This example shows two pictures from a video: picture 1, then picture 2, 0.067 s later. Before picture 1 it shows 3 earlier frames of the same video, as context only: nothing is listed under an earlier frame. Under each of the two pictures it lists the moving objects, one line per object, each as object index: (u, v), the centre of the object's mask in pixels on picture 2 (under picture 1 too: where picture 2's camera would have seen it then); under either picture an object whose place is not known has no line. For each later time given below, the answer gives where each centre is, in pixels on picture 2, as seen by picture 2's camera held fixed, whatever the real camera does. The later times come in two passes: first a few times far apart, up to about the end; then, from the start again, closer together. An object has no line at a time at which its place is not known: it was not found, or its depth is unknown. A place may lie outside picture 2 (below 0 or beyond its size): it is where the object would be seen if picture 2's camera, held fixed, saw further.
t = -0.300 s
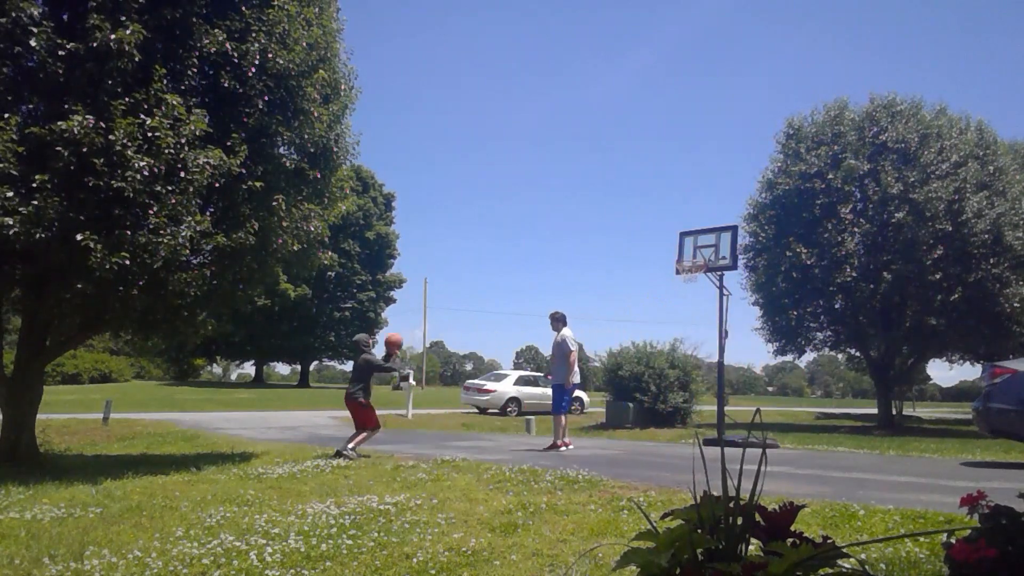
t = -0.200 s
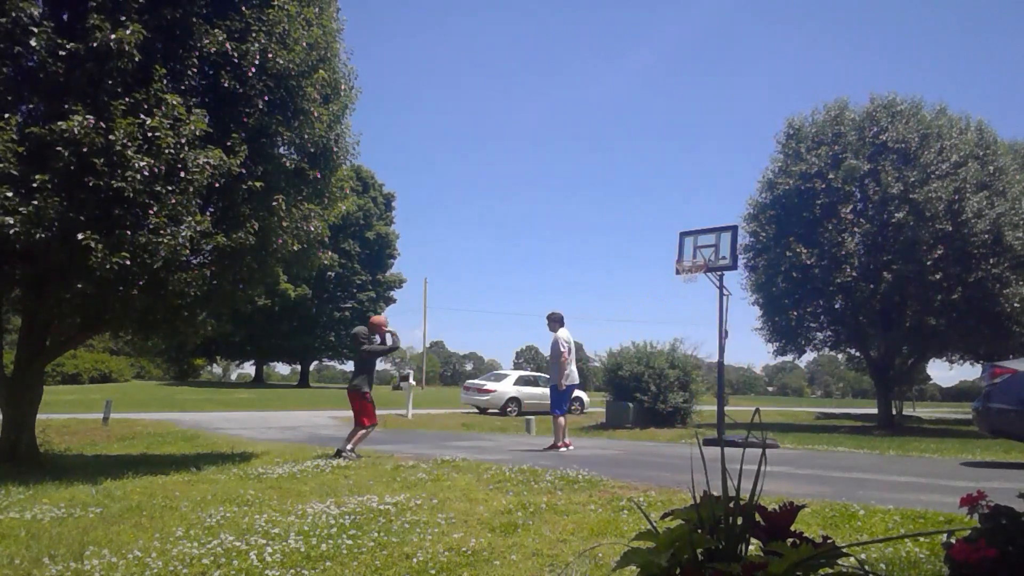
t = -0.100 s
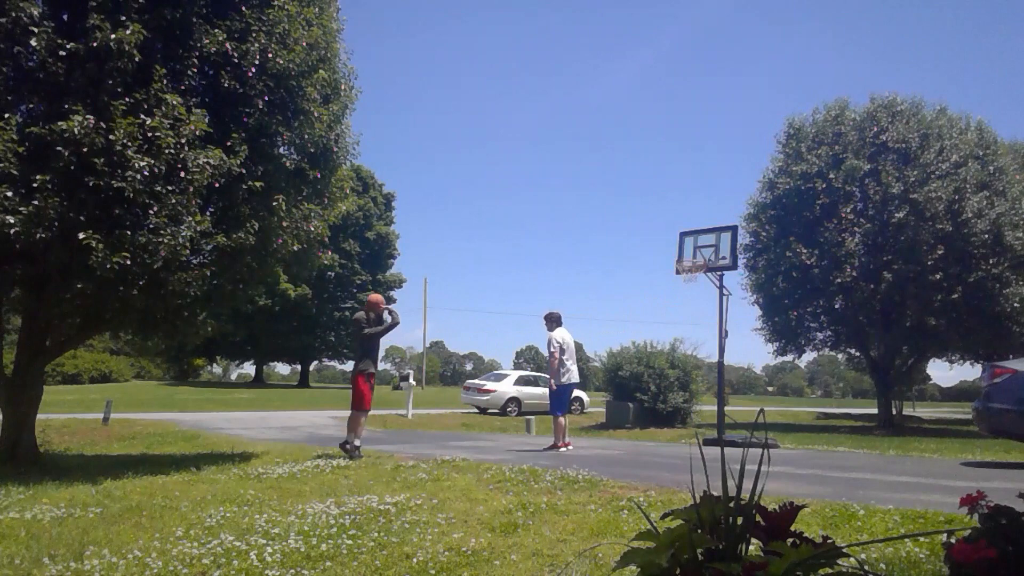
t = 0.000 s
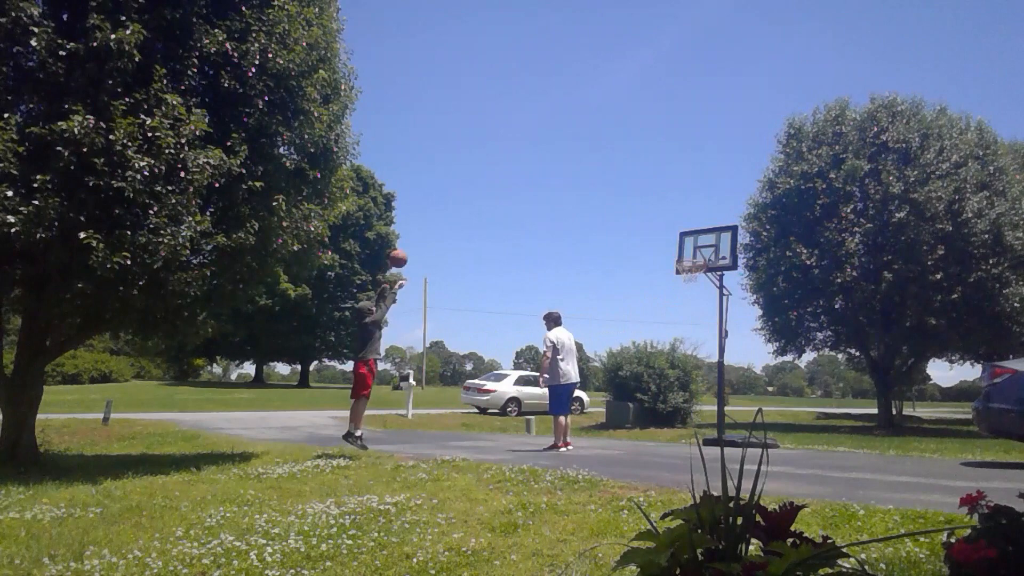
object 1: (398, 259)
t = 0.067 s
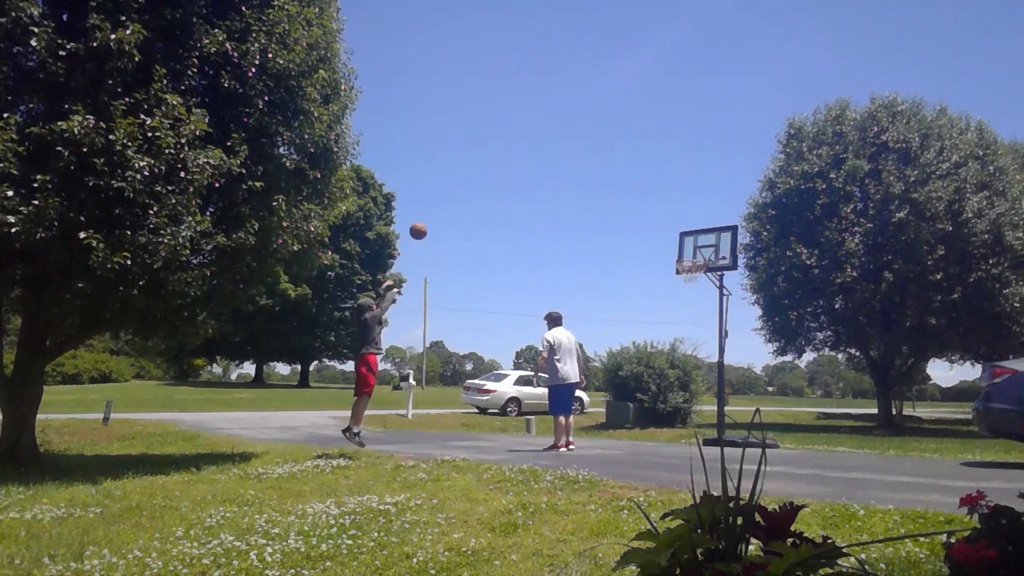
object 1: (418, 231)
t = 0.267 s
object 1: (471, 172)
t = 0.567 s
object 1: (538, 140)
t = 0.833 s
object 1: (589, 159)
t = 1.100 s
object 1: (637, 218)
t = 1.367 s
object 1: (684, 314)
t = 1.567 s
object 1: (707, 402)
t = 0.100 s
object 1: (427, 218)
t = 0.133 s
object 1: (437, 207)
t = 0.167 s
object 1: (446, 197)
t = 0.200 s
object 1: (454, 188)
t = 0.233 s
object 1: (463, 179)
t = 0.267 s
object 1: (471, 172)
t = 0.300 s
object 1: (479, 165)
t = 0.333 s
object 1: (487, 159)
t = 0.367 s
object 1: (495, 154)
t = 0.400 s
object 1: (502, 150)
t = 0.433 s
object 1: (510, 146)
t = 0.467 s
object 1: (517, 143)
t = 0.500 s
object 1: (524, 142)
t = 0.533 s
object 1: (531, 140)
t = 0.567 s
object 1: (538, 140)
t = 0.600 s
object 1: (545, 140)
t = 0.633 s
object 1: (551, 141)
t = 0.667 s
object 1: (558, 142)
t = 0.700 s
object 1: (565, 144)
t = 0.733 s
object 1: (571, 146)
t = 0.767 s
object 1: (577, 150)
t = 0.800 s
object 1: (584, 154)
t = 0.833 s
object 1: (589, 159)
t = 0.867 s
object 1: (596, 164)
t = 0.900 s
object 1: (602, 170)
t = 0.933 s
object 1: (608, 176)
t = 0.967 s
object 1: (614, 183)
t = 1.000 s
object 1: (620, 191)
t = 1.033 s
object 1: (625, 200)
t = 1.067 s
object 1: (631, 208)
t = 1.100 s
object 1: (637, 218)
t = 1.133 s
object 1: (643, 227)
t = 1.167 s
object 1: (649, 238)
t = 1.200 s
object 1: (655, 249)
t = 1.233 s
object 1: (660, 261)
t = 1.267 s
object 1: (666, 273)
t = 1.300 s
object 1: (672, 287)
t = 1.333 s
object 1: (678, 300)
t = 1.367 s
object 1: (684, 314)
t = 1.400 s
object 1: (690, 329)
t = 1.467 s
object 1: (702, 360)
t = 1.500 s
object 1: (708, 376)
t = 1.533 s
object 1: (710, 390)
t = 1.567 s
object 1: (707, 402)
